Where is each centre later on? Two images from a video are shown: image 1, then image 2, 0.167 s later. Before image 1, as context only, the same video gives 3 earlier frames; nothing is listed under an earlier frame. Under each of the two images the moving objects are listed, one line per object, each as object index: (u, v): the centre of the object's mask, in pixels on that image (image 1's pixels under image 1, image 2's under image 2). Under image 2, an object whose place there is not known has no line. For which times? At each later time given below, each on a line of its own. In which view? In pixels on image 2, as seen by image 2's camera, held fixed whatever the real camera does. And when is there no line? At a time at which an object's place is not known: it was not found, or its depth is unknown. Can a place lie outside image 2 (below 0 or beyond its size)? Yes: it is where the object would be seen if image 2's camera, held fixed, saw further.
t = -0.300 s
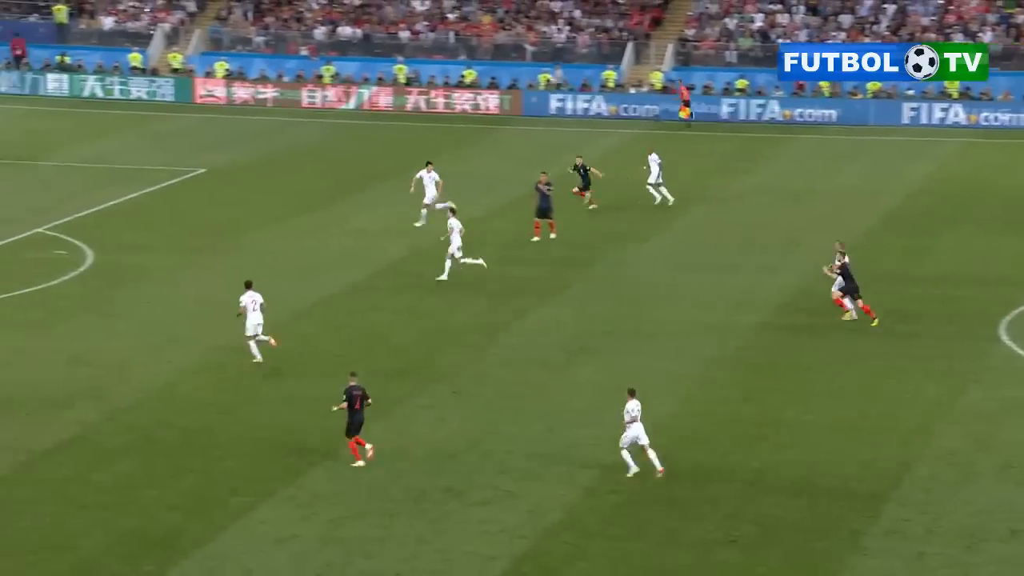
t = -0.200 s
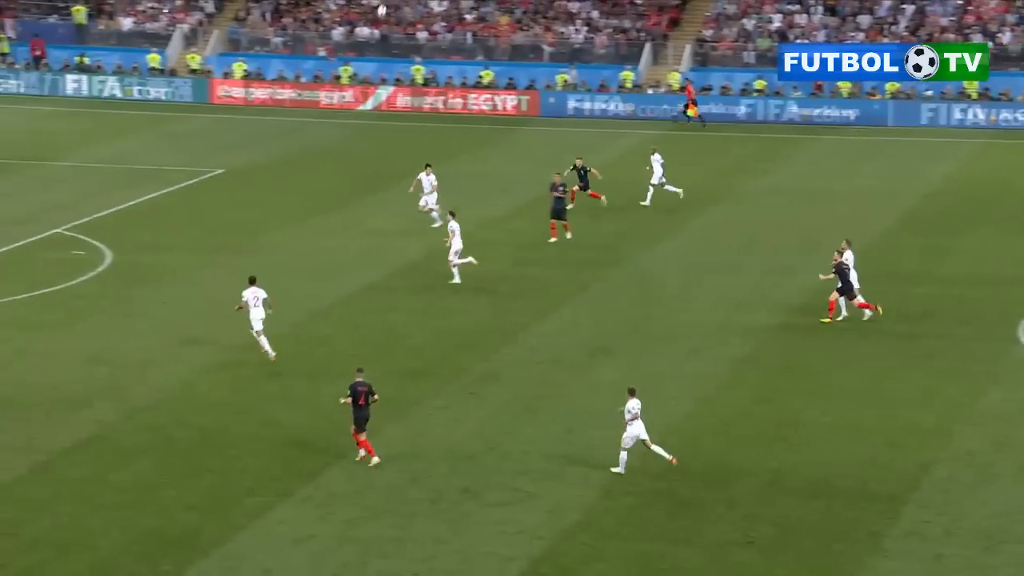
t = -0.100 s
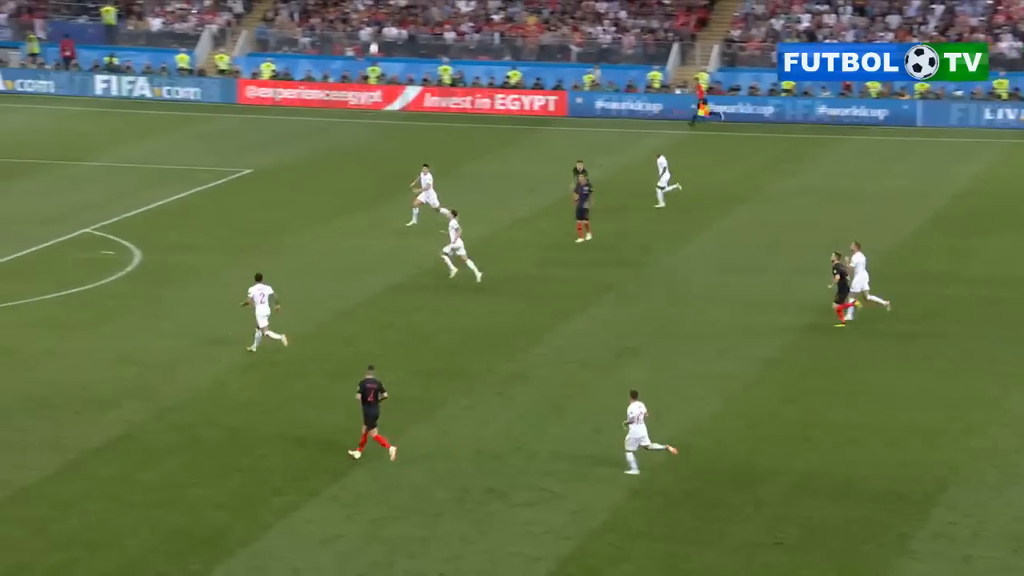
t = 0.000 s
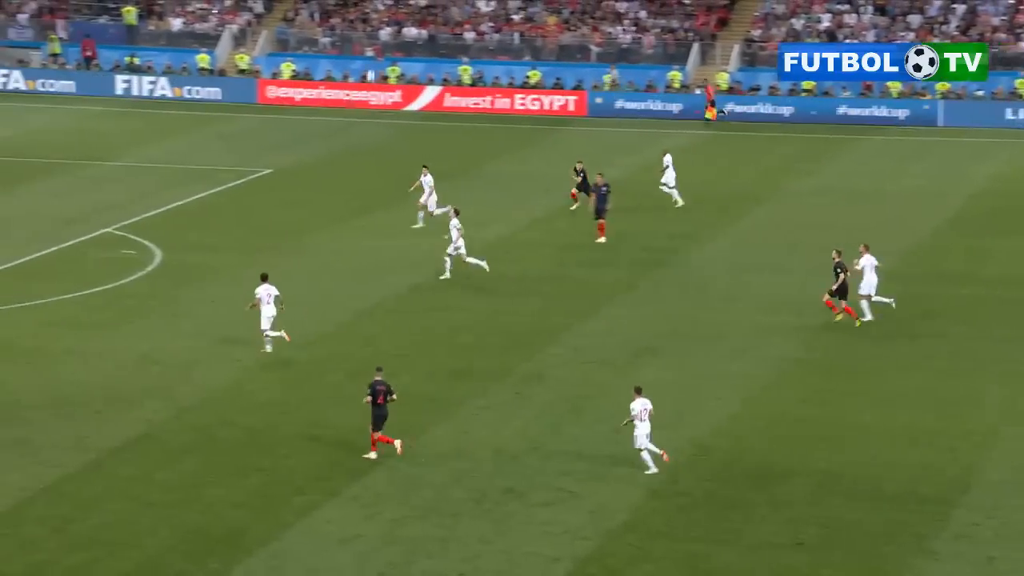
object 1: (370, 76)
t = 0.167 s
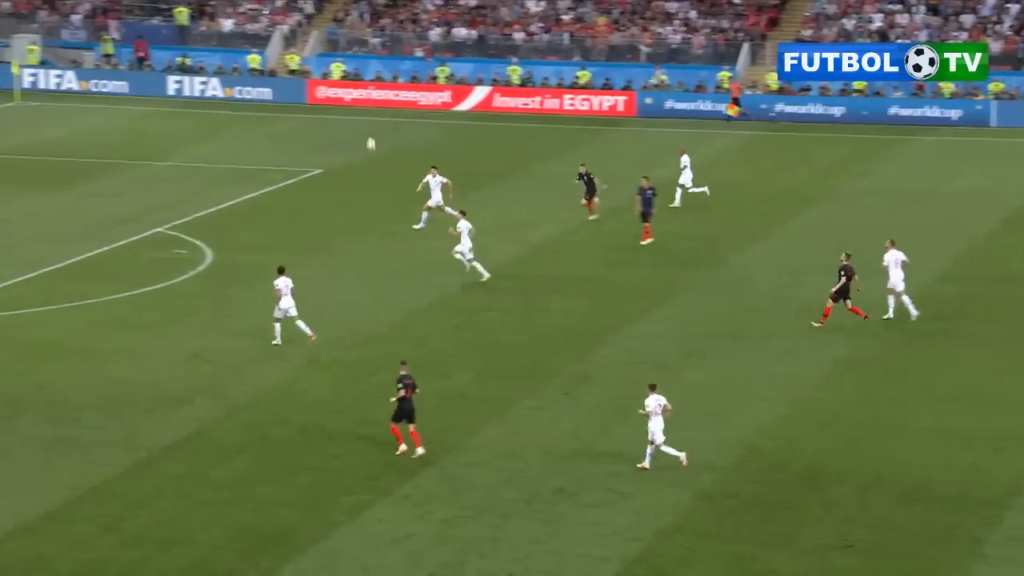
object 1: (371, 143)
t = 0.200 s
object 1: (366, 150)
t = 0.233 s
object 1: (359, 167)
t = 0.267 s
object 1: (349, 184)
